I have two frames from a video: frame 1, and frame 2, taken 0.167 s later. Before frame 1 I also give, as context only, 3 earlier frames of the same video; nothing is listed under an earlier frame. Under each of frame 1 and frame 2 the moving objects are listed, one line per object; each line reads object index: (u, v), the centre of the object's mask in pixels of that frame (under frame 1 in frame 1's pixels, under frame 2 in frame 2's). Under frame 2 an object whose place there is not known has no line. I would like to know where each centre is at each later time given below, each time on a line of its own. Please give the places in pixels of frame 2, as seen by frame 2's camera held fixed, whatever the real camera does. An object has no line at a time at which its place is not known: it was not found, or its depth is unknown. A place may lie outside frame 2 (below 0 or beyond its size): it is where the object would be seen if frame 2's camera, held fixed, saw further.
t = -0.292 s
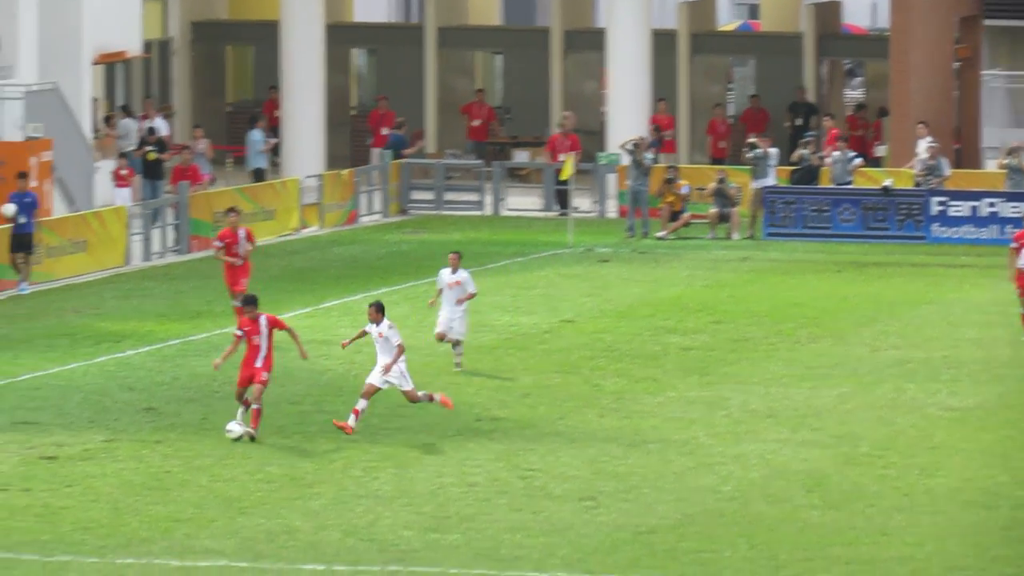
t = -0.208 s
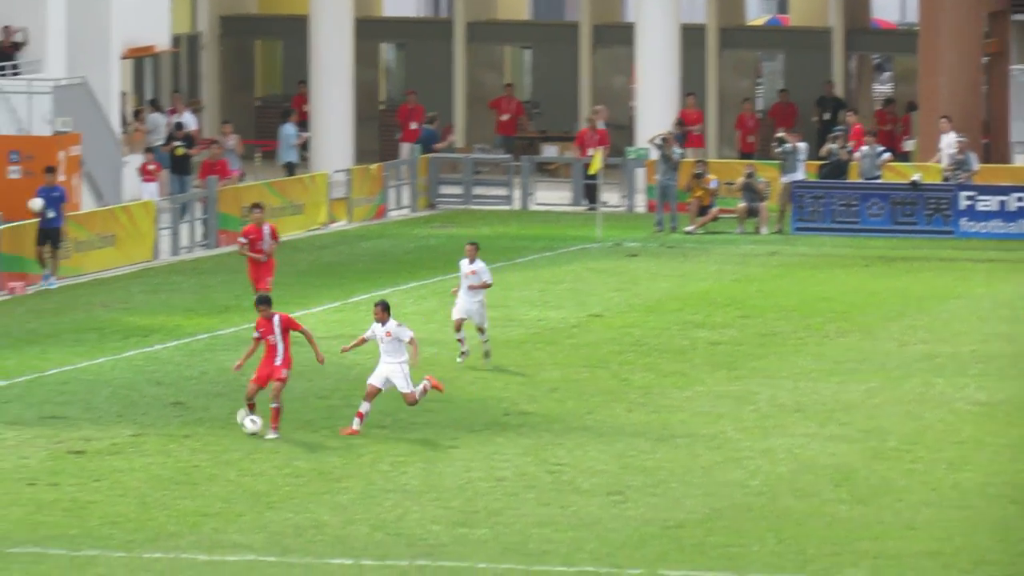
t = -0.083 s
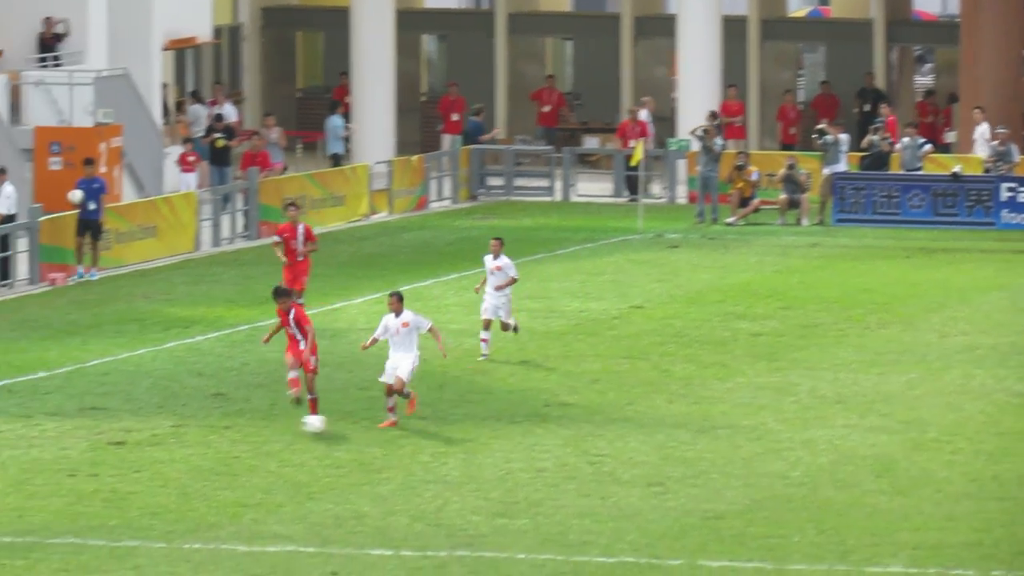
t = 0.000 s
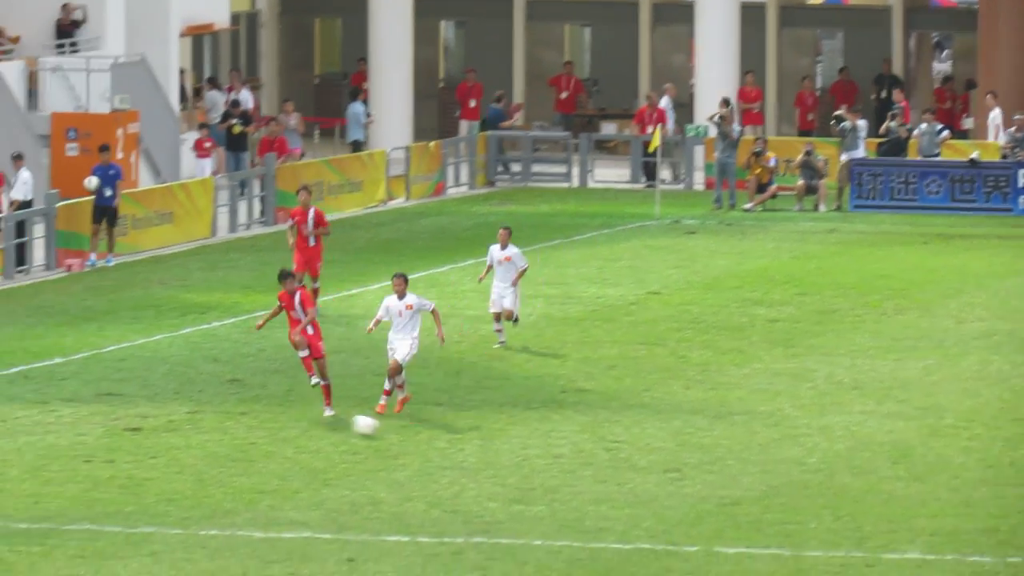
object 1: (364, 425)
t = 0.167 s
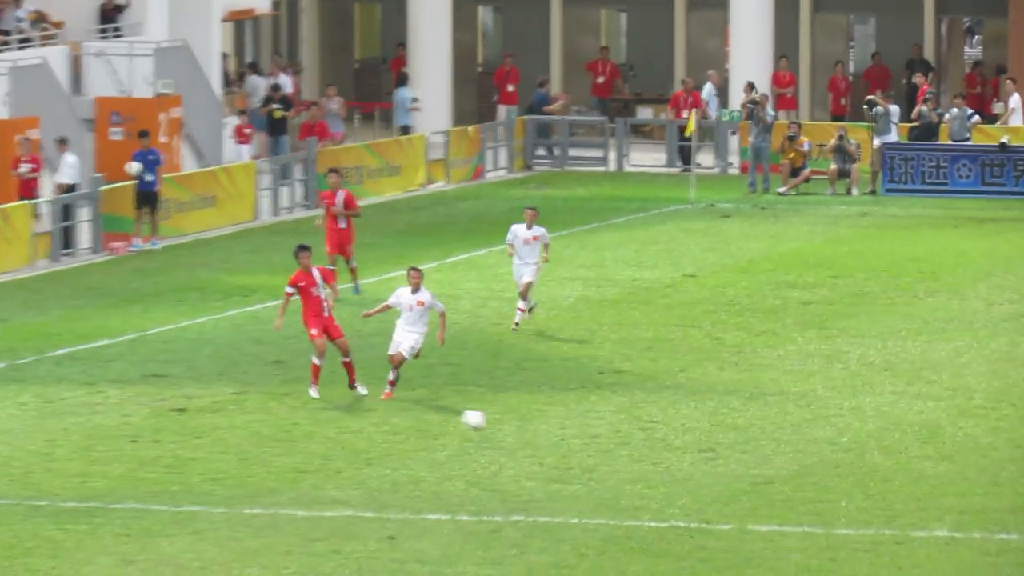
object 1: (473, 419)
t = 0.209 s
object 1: (491, 426)
